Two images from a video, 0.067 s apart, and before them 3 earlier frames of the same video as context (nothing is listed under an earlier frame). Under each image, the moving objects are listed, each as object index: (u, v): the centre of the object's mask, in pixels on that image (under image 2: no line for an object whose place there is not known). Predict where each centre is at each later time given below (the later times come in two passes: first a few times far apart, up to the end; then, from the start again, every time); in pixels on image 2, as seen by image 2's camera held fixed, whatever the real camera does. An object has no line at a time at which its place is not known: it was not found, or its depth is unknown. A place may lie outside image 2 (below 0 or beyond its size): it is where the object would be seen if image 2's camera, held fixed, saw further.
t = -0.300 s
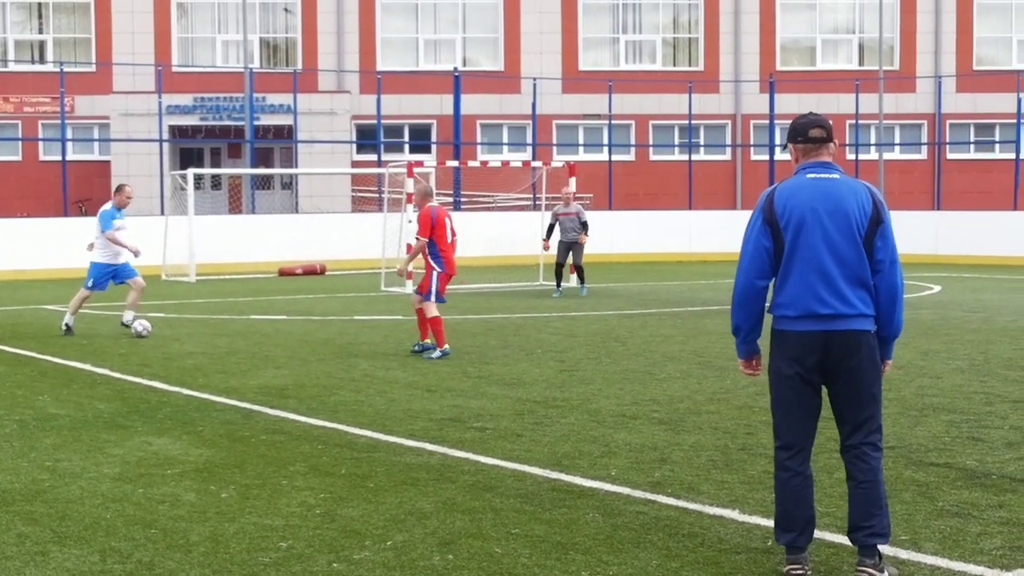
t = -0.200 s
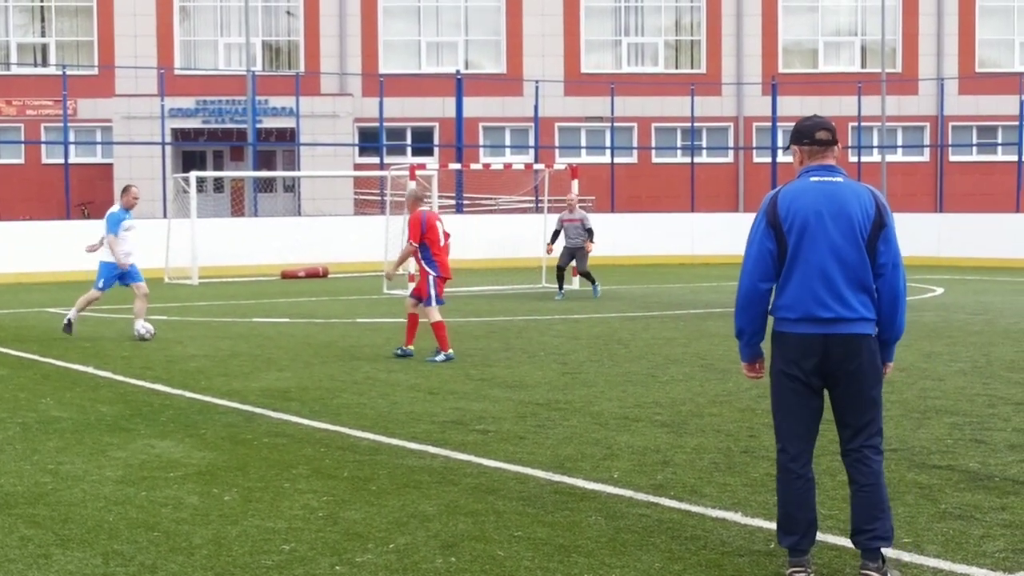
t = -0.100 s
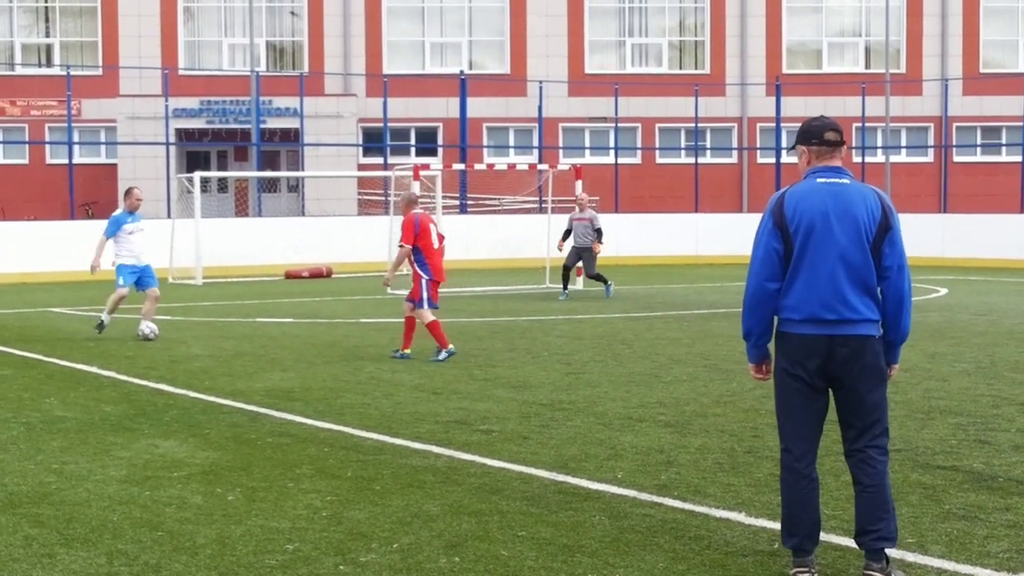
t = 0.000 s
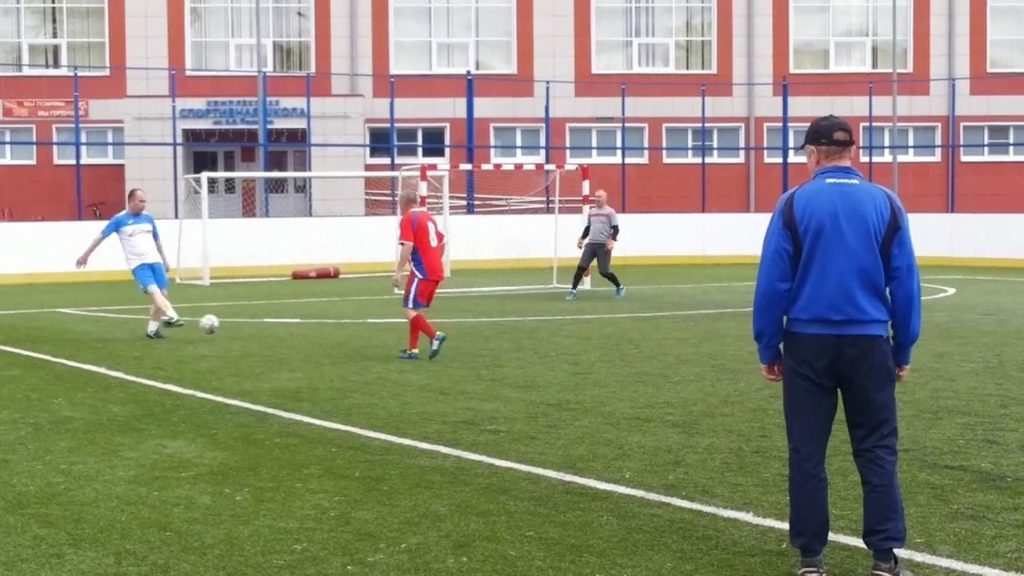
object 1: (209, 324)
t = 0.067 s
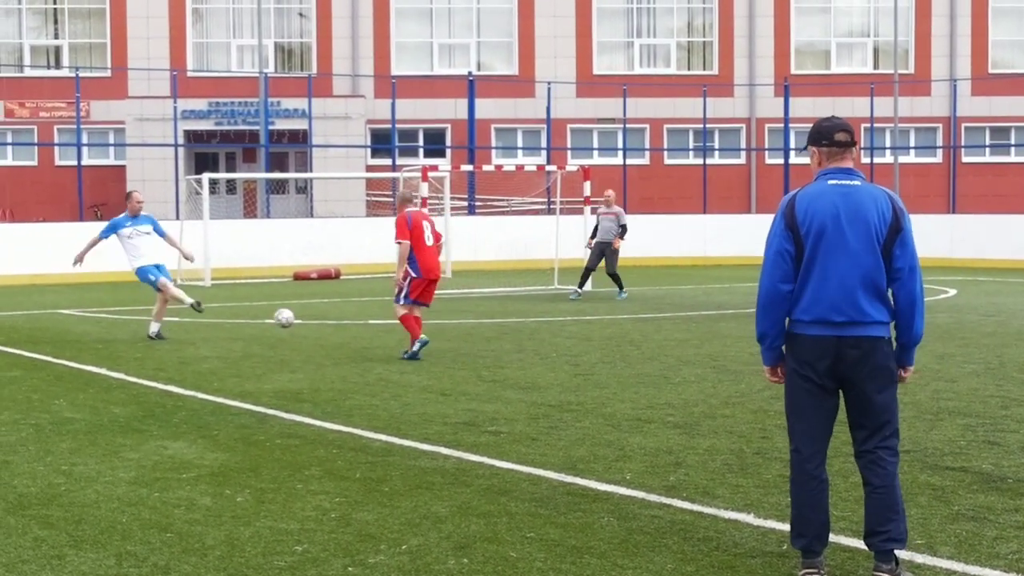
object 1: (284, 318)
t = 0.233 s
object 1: (474, 318)
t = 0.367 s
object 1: (631, 339)
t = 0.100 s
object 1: (322, 316)
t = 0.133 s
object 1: (359, 314)
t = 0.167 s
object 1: (401, 314)
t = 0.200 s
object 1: (435, 316)
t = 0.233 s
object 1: (474, 318)
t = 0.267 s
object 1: (513, 322)
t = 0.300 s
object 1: (551, 327)
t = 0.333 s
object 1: (591, 333)
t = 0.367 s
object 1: (631, 339)
